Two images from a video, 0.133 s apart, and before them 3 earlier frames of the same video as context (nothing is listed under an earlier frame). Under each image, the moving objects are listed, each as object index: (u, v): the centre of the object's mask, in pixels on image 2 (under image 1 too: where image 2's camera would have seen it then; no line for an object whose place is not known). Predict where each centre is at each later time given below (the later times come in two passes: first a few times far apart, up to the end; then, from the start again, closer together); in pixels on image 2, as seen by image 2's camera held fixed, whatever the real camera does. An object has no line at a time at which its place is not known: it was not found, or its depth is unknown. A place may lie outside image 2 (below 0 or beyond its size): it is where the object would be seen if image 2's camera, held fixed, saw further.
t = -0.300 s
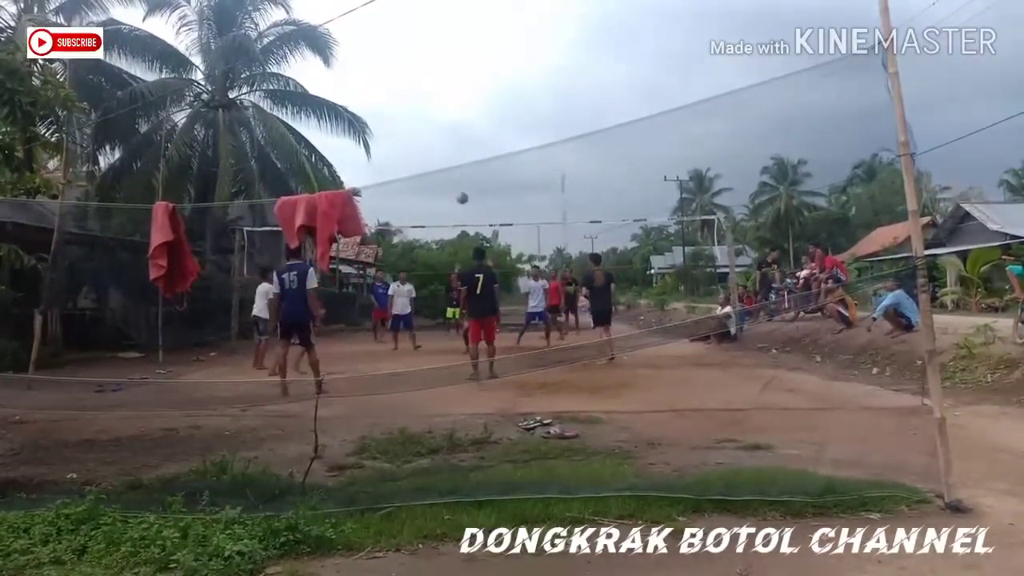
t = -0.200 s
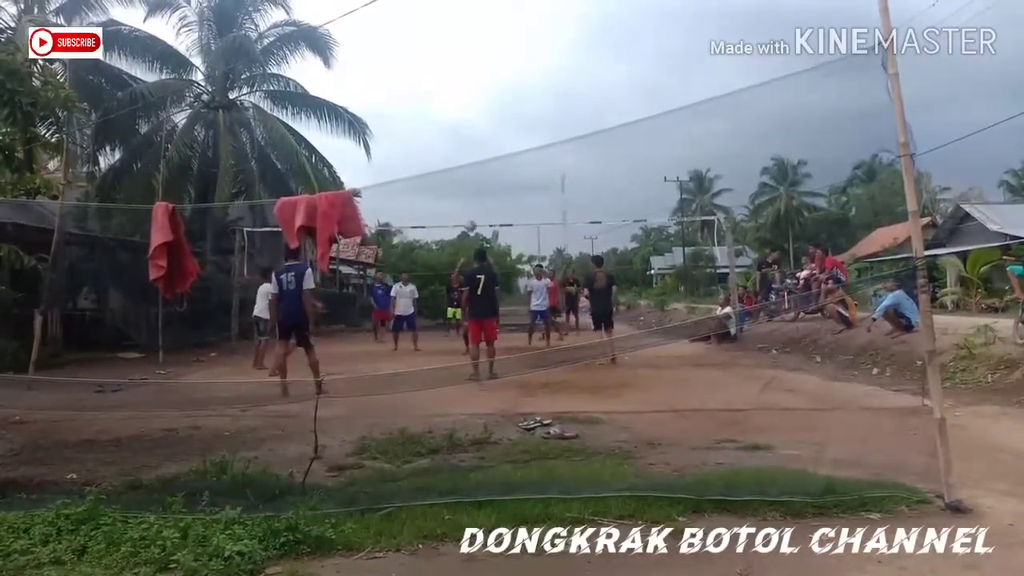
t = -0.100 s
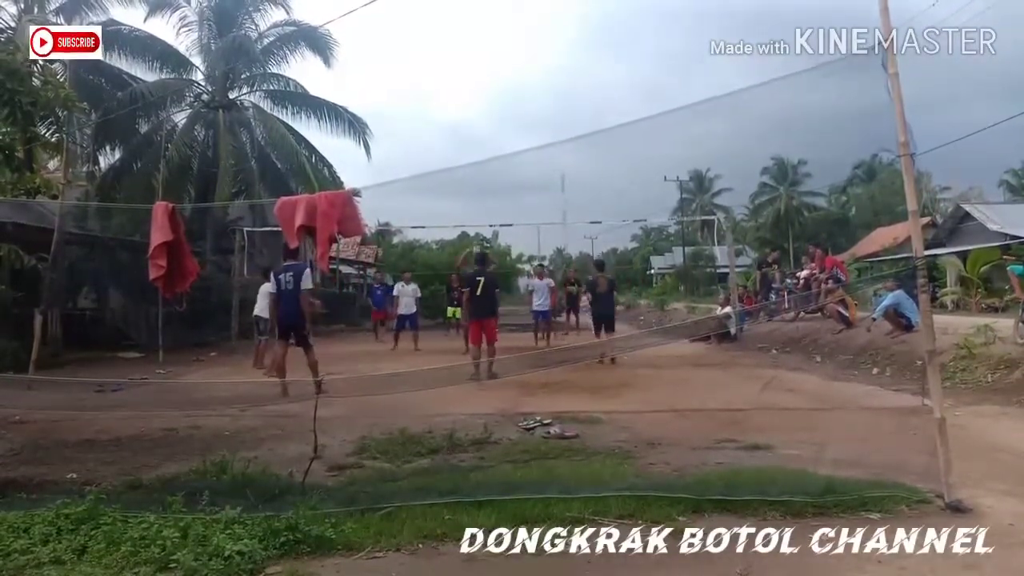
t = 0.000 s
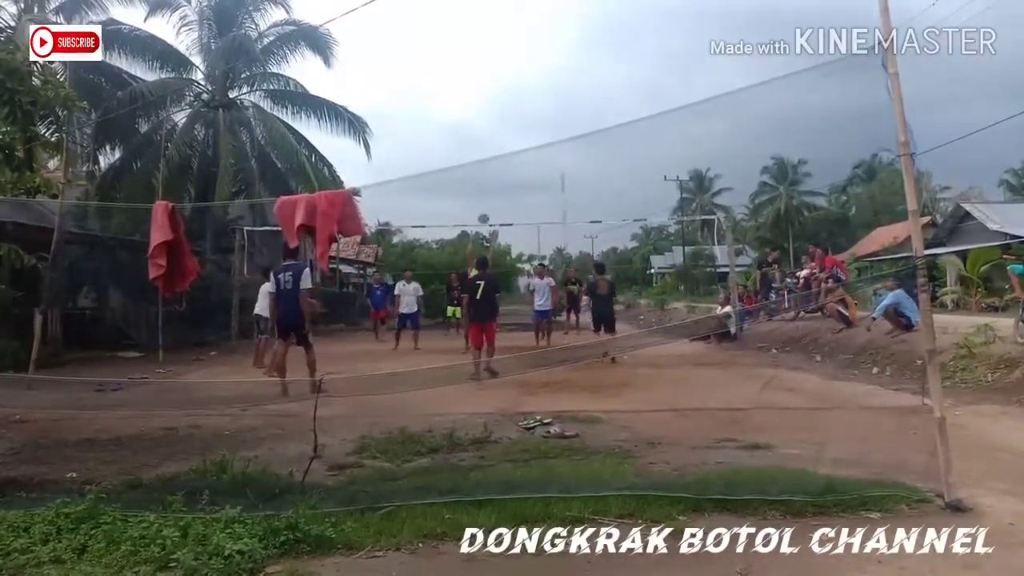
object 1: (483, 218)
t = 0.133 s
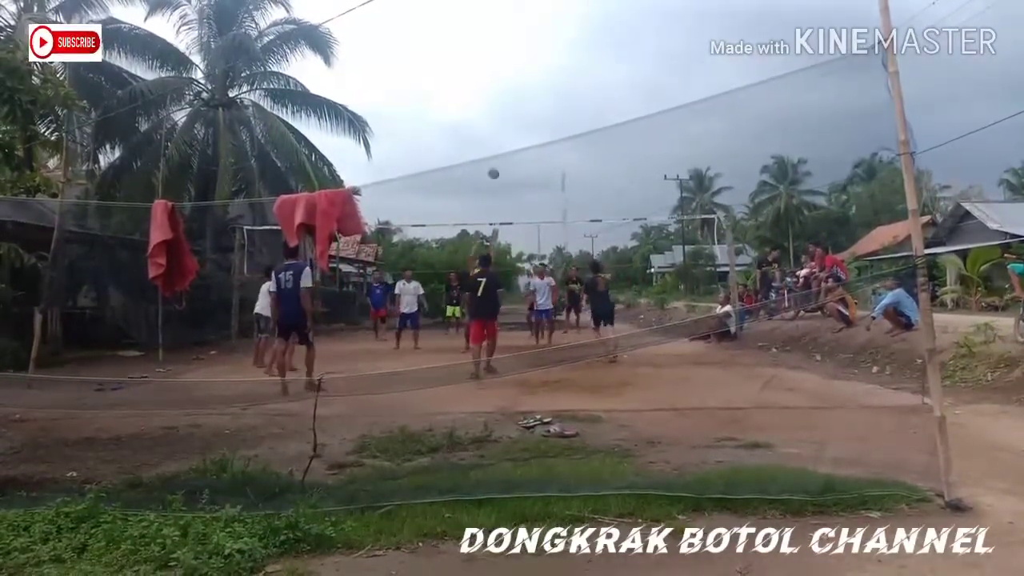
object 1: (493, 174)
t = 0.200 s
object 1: (498, 155)
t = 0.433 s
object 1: (516, 111)
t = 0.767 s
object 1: (540, 99)
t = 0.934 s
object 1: (553, 115)
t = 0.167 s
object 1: (496, 164)
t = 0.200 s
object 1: (498, 155)
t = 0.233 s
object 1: (501, 147)
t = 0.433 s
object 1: (516, 111)
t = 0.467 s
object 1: (518, 107)
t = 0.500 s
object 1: (521, 103)
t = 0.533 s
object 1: (523, 100)
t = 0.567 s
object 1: (526, 98)
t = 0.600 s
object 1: (528, 97)
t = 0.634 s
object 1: (531, 96)
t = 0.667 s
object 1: (533, 96)
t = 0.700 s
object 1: (536, 96)
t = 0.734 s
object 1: (538, 97)
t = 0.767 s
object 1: (540, 99)
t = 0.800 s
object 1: (543, 101)
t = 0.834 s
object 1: (545, 104)
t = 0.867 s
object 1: (548, 107)
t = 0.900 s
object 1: (551, 111)
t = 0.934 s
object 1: (553, 115)
